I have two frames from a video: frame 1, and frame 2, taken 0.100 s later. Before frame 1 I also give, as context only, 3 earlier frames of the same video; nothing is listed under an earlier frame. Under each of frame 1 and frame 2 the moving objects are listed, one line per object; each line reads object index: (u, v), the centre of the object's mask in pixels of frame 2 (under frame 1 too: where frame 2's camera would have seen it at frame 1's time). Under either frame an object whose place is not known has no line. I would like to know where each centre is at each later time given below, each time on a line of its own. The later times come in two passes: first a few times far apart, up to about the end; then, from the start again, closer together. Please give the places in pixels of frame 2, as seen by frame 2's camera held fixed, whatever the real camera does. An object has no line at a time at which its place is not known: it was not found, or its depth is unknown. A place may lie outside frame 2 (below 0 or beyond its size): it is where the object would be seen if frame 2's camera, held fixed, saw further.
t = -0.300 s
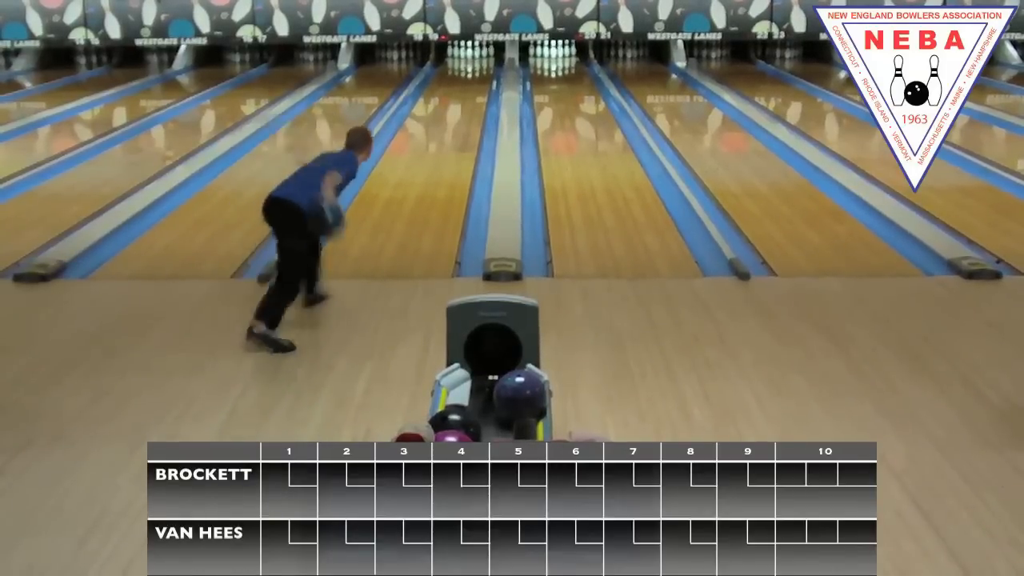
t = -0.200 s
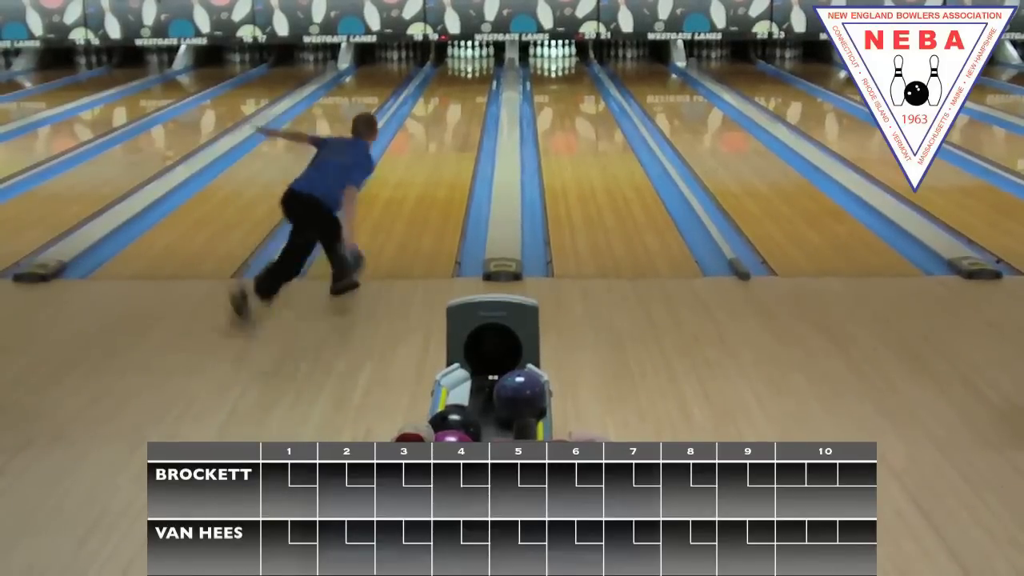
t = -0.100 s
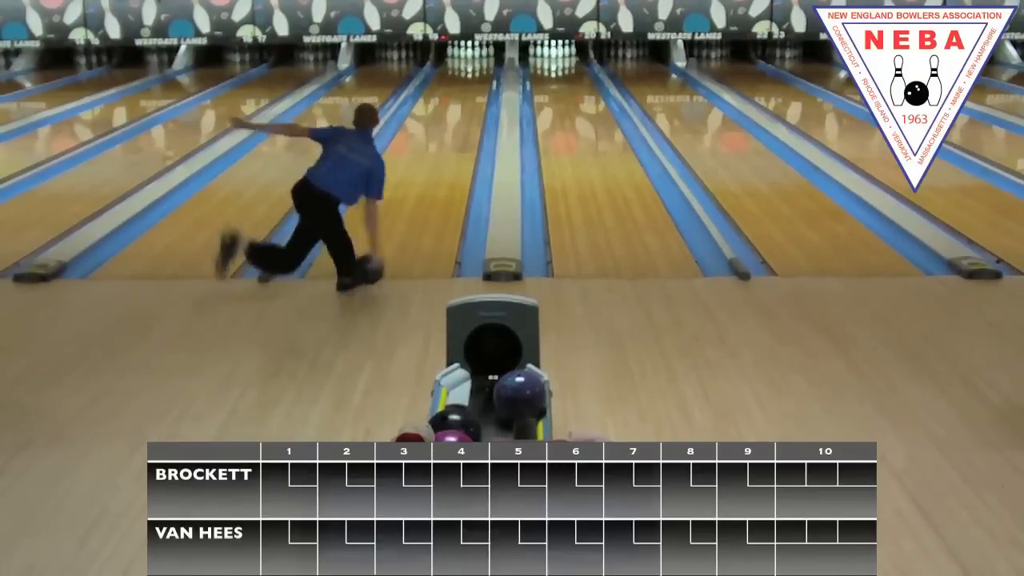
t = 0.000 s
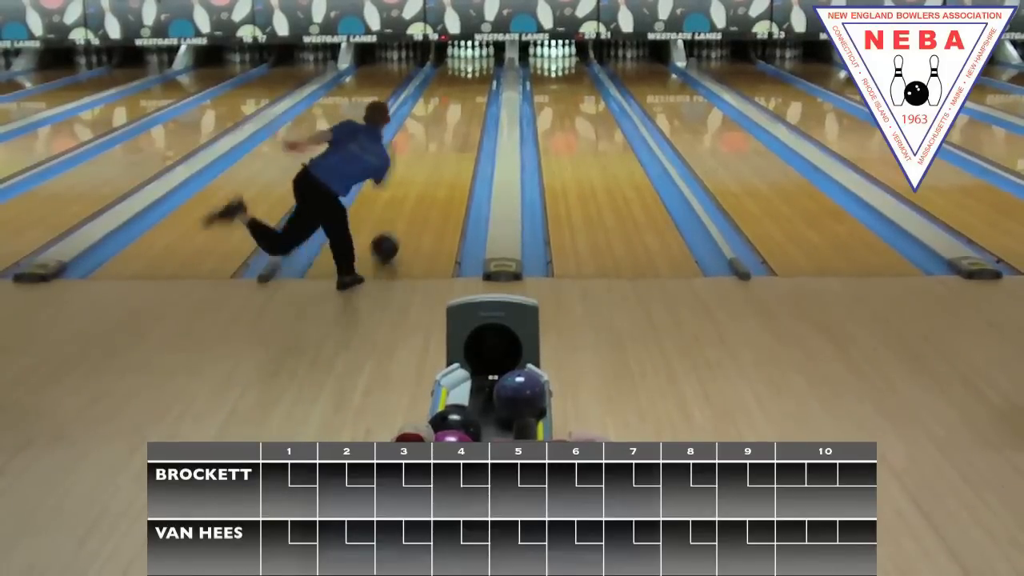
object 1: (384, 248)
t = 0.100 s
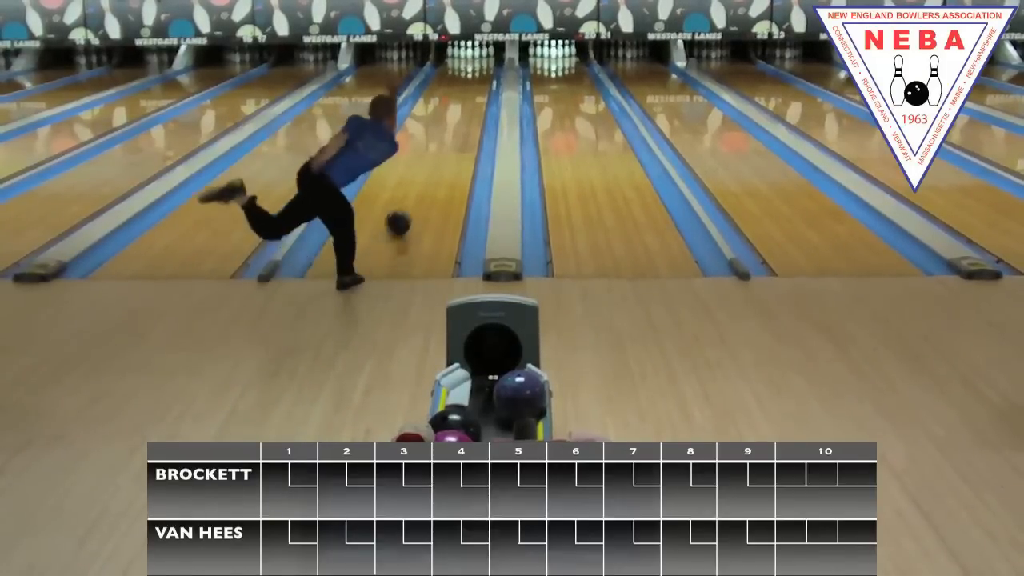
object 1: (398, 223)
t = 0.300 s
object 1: (419, 184)
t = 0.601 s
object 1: (440, 143)
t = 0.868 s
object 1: (453, 117)
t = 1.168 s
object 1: (464, 97)
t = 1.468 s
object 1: (470, 81)
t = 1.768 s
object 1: (476, 68)
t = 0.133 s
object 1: (402, 215)
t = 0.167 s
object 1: (406, 209)
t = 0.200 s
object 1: (409, 202)
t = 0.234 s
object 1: (413, 195)
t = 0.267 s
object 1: (416, 189)
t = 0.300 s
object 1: (419, 184)
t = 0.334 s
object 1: (422, 179)
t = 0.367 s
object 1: (425, 173)
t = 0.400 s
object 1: (427, 169)
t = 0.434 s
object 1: (430, 164)
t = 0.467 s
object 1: (432, 160)
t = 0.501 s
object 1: (434, 155)
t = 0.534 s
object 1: (436, 151)
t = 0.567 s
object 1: (438, 147)
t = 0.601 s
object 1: (440, 143)
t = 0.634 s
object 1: (442, 139)
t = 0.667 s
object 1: (444, 136)
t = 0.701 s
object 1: (446, 133)
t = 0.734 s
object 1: (448, 129)
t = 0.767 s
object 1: (449, 126)
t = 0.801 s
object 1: (451, 123)
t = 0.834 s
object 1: (452, 120)
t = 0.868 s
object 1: (453, 117)
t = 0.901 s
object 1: (455, 115)
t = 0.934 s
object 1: (456, 112)
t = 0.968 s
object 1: (457, 109)
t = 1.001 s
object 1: (459, 108)
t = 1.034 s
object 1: (460, 105)
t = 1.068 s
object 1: (461, 103)
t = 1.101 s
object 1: (462, 101)
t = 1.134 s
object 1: (463, 99)
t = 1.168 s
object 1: (464, 97)
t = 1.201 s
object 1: (465, 95)
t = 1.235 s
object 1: (466, 93)
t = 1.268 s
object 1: (467, 90)
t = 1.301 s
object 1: (467, 89)
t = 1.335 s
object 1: (467, 88)
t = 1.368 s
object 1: (468, 87)
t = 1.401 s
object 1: (468, 86)
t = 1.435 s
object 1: (470, 82)
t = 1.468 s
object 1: (470, 81)
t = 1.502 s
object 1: (470, 80)
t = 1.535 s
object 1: (470, 79)
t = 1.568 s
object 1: (471, 78)
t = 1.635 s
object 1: (474, 73)
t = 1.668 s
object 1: (474, 72)
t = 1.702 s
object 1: (475, 70)
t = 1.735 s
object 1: (476, 69)
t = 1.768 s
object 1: (476, 68)
